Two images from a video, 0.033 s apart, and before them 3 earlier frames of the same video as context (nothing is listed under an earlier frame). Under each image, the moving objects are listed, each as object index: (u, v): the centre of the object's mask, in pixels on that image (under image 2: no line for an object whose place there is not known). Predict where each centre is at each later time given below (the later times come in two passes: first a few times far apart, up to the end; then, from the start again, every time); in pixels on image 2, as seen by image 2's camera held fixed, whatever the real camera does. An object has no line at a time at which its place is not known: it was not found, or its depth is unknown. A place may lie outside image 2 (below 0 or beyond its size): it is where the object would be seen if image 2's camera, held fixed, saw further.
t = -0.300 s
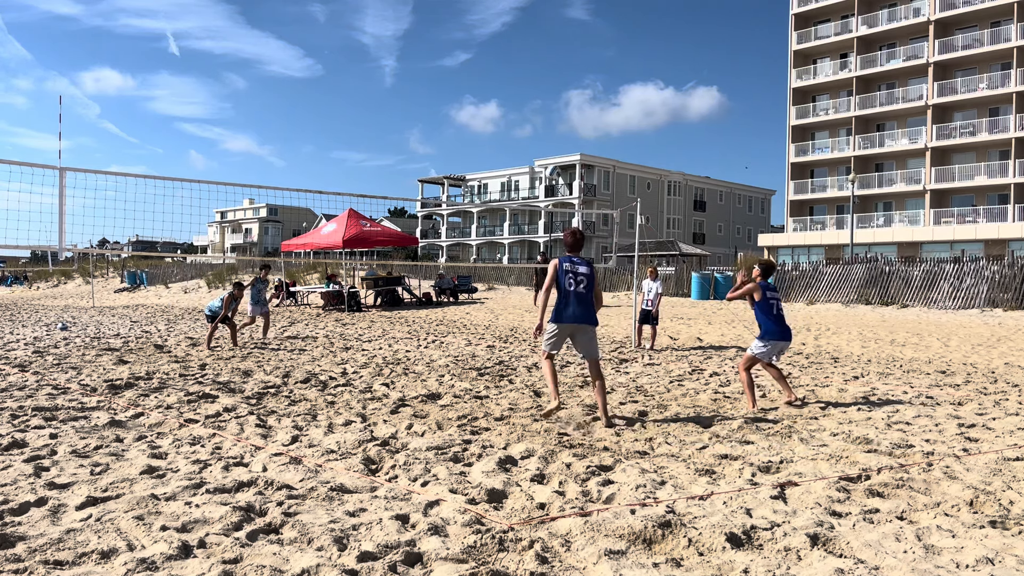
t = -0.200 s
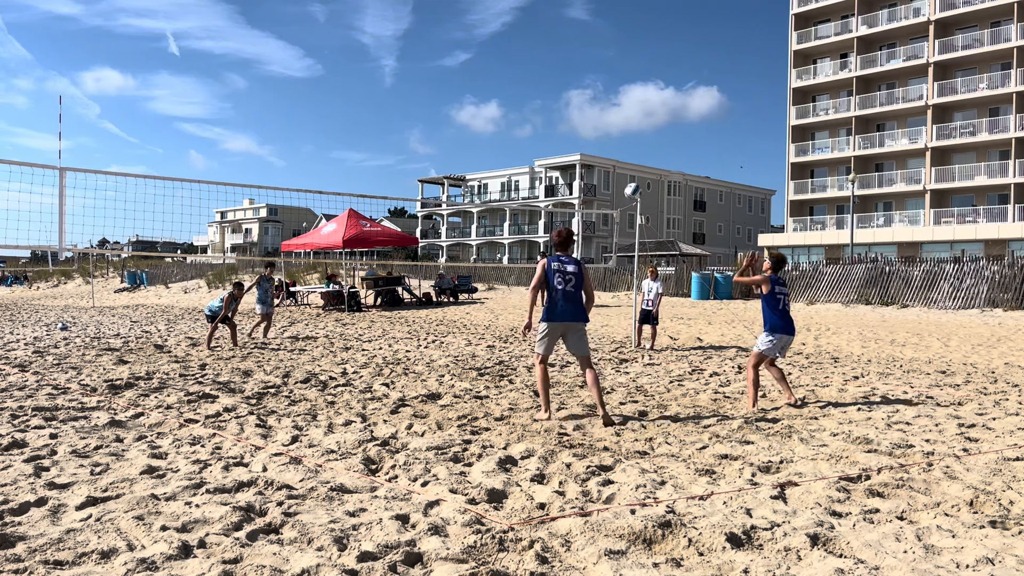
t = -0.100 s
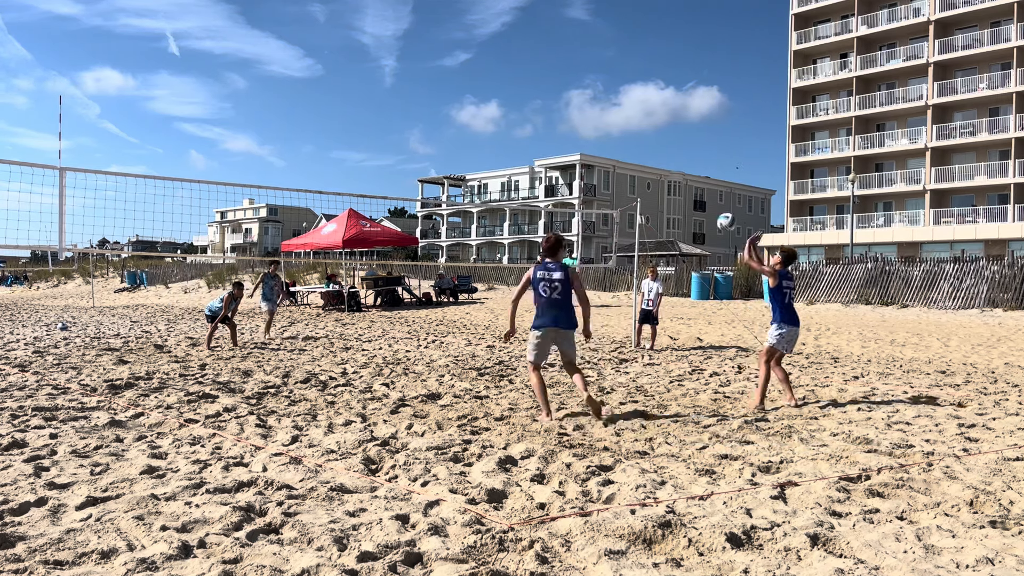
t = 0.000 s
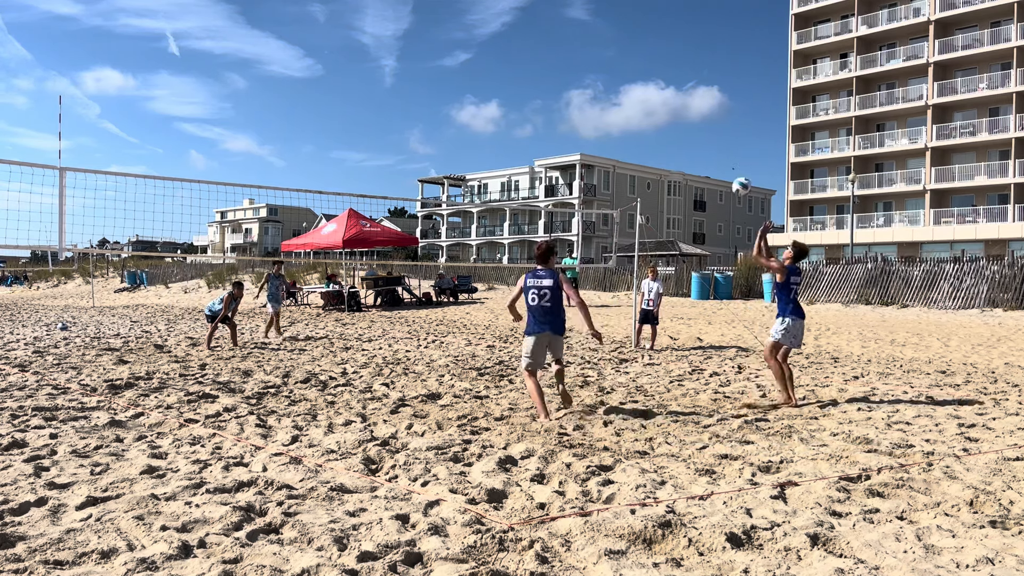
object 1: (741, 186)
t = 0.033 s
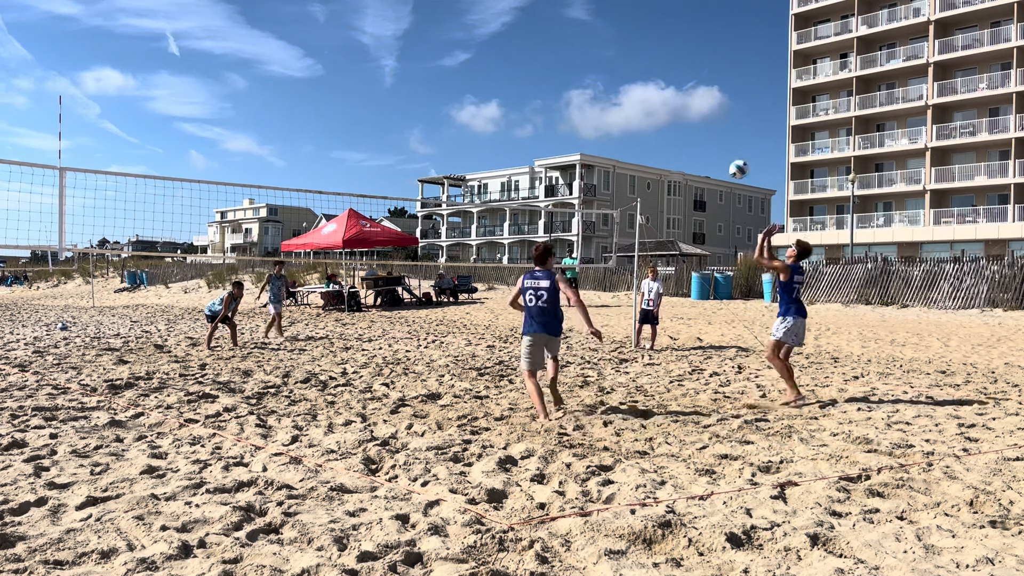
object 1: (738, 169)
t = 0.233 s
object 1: (721, 88)
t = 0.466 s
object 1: (703, 39)
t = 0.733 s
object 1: (686, 41)
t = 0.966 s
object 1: (673, 88)
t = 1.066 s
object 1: (668, 121)
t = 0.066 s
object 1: (735, 153)
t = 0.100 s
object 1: (732, 137)
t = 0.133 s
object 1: (729, 123)
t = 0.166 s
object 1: (726, 111)
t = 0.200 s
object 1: (724, 99)
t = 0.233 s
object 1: (721, 88)
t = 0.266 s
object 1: (718, 78)
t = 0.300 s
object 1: (716, 69)
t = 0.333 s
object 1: (713, 61)
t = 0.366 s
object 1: (711, 55)
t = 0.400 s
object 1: (708, 49)
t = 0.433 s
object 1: (706, 43)
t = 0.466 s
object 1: (703, 39)
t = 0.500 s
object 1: (702, 36)
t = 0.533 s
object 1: (699, 34)
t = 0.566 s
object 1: (696, 33)
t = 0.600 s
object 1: (694, 32)
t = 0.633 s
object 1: (692, 33)
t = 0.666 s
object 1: (690, 35)
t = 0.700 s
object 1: (688, 37)
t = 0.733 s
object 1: (686, 41)
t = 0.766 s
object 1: (684, 45)
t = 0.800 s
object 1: (682, 50)
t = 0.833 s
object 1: (680, 56)
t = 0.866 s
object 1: (678, 63)
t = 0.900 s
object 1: (677, 71)
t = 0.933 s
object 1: (675, 79)
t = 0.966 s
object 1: (673, 88)
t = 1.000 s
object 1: (672, 98)
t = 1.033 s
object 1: (670, 109)
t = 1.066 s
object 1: (668, 121)
